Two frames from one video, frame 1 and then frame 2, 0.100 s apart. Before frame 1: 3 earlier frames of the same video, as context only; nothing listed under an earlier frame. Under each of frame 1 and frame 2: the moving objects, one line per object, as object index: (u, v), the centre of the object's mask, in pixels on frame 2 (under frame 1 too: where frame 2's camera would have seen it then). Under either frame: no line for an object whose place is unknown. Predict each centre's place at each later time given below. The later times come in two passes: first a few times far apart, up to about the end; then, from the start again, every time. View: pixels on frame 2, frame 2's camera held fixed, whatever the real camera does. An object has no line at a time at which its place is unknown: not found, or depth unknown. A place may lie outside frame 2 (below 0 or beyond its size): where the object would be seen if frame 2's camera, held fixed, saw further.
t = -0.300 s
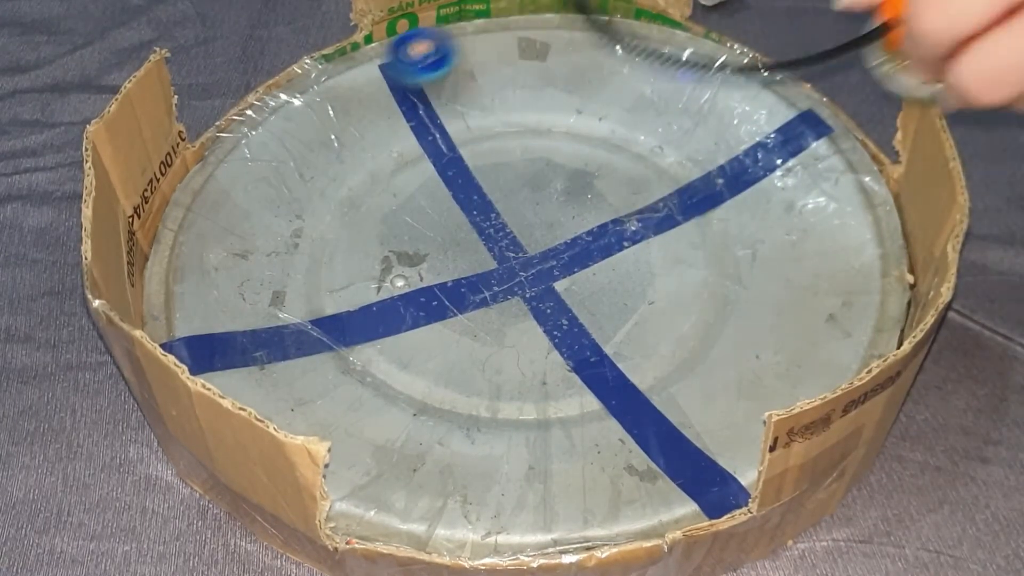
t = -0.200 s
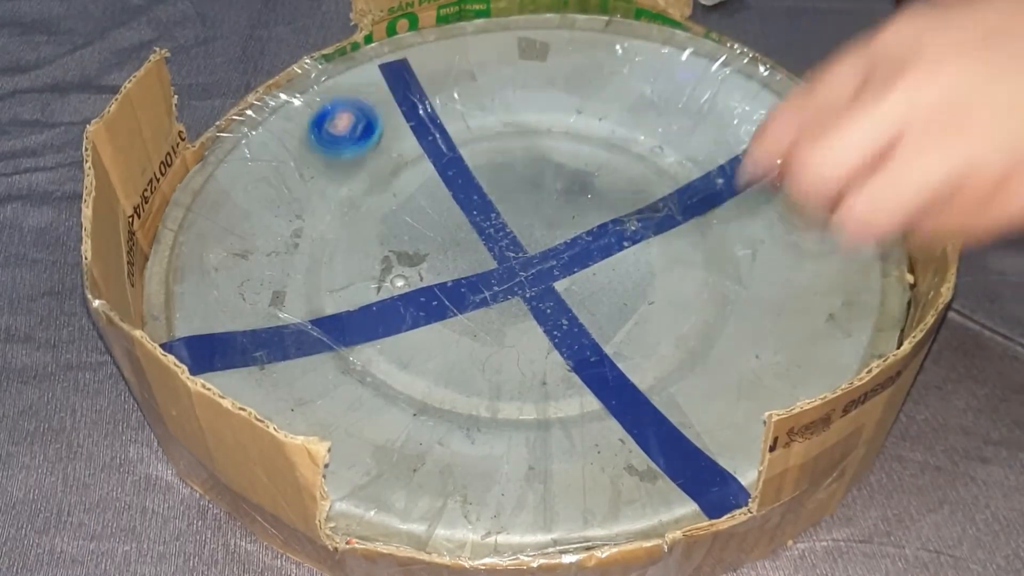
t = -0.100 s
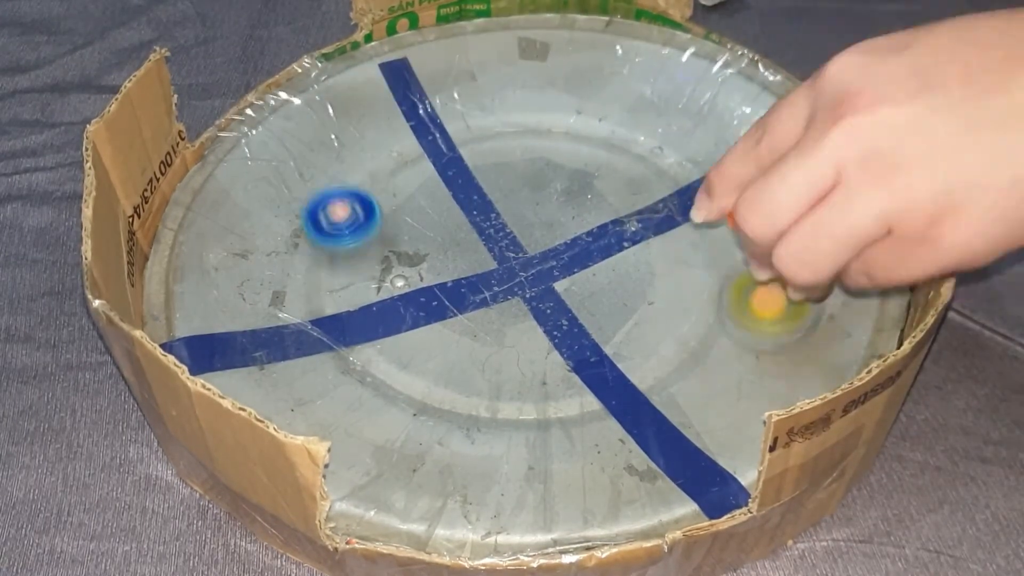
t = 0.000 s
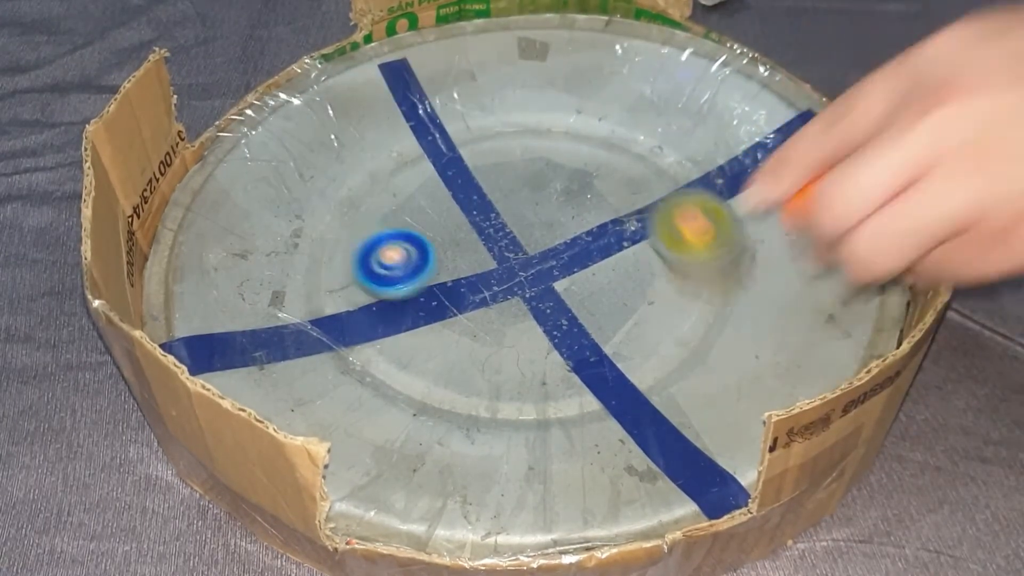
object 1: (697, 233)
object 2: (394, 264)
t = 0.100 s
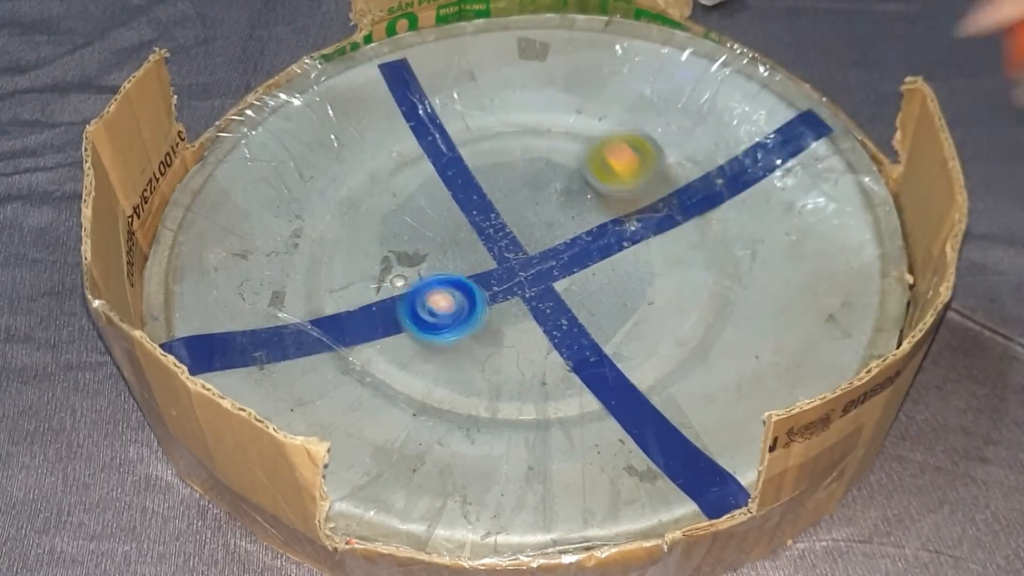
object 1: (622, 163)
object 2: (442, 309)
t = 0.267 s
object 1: (515, 101)
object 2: (631, 351)
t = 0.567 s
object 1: (406, 211)
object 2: (704, 119)
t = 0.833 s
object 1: (512, 294)
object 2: (395, 141)
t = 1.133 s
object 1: (568, 297)
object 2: (390, 362)
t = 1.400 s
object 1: (564, 272)
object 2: (709, 312)
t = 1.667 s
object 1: (513, 233)
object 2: (574, 124)
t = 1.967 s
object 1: (466, 201)
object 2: (280, 176)
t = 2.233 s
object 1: (434, 194)
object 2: (376, 344)
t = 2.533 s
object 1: (403, 176)
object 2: (558, 193)
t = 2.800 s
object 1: (374, 177)
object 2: (380, 84)
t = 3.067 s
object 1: (380, 178)
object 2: (285, 219)
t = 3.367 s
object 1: (455, 163)
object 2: (385, 200)
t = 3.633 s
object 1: (551, 121)
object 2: (364, 317)
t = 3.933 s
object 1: (484, 152)
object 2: (579, 453)
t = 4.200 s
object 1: (510, 184)
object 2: (691, 281)
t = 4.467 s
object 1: (409, 116)
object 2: (540, 238)
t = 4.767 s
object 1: (316, 164)
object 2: (454, 305)
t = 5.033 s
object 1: (340, 231)
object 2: (549, 308)
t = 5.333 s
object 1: (363, 196)
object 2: (482, 173)
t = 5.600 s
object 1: (281, 210)
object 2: (359, 148)
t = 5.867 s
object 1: (250, 279)
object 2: (410, 193)
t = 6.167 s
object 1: (331, 291)
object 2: (483, 103)
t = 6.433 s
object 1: (384, 216)
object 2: (403, 149)
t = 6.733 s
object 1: (417, 184)
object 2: (525, 116)
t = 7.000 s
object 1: (395, 166)
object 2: (496, 142)
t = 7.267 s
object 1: (389, 170)
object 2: (591, 132)
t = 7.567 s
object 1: (414, 178)
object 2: (604, 170)
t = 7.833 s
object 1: (458, 162)
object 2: (609, 152)
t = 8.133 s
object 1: (402, 135)
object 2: (635, 188)
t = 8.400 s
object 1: (364, 161)
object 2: (589, 154)
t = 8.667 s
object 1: (381, 160)
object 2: (465, 180)
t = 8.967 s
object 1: (359, 153)
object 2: (332, 227)
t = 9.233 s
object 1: (385, 158)
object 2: (289, 285)
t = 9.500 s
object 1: (423, 125)
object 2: (377, 243)
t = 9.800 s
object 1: (415, 119)
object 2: (448, 178)
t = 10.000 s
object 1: (411, 121)
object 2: (506, 161)
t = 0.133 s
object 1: (602, 144)
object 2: (468, 323)
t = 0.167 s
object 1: (581, 126)
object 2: (505, 337)
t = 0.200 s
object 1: (557, 114)
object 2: (547, 349)
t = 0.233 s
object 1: (537, 105)
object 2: (589, 353)
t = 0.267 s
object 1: (515, 101)
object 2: (631, 351)
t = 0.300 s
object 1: (490, 104)
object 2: (678, 340)
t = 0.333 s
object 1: (465, 114)
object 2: (720, 320)
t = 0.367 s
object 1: (445, 125)
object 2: (751, 293)
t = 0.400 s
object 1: (430, 136)
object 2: (772, 262)
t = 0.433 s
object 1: (418, 149)
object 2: (781, 229)
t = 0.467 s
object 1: (410, 164)
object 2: (776, 195)
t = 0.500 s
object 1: (405, 179)
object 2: (760, 165)
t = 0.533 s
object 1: (403, 195)
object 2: (738, 143)
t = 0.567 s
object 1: (406, 211)
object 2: (704, 119)
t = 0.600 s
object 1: (412, 221)
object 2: (667, 103)
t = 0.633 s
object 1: (424, 231)
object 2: (629, 94)
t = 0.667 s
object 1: (441, 241)
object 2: (589, 89)
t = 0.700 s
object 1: (458, 252)
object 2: (551, 89)
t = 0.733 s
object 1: (474, 265)
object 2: (510, 94)
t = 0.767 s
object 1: (490, 275)
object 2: (469, 104)
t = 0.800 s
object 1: (502, 285)
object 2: (428, 122)
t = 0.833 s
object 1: (512, 294)
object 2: (395, 141)
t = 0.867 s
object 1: (521, 299)
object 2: (365, 162)
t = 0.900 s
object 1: (531, 303)
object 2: (341, 184)
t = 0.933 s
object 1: (539, 306)
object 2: (323, 209)
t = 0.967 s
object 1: (543, 306)
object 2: (314, 235)
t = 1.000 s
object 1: (549, 307)
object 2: (312, 261)
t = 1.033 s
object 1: (555, 306)
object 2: (316, 290)
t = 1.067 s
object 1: (561, 304)
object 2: (330, 314)
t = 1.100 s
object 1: (565, 301)
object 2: (356, 339)
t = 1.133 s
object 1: (568, 297)
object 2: (390, 362)
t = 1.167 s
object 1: (569, 291)
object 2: (429, 380)
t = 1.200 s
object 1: (567, 286)
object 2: (474, 393)
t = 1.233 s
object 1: (566, 280)
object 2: (523, 400)
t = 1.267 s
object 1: (564, 276)
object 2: (580, 399)
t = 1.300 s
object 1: (564, 275)
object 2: (625, 391)
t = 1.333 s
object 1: (566, 276)
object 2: (661, 374)
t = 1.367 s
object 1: (567, 275)
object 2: (691, 344)
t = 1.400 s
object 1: (564, 272)
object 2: (709, 312)
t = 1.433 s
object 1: (558, 266)
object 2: (716, 277)
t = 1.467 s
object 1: (551, 261)
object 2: (714, 246)
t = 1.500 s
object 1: (542, 257)
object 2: (698, 215)
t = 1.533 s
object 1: (535, 253)
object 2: (677, 193)
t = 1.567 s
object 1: (528, 248)
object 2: (652, 178)
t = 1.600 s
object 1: (522, 243)
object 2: (631, 158)
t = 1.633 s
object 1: (517, 238)
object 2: (605, 139)
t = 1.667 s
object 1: (513, 233)
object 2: (574, 124)
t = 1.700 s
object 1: (509, 228)
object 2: (538, 114)
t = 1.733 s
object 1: (506, 224)
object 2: (504, 106)
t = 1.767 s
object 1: (502, 220)
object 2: (465, 104)
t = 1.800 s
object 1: (496, 216)
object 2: (425, 110)
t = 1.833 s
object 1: (490, 212)
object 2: (387, 118)
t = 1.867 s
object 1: (484, 209)
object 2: (354, 128)
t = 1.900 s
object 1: (477, 206)
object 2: (323, 141)
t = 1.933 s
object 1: (471, 204)
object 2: (299, 158)
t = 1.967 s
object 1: (466, 201)
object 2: (280, 176)
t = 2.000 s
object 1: (460, 199)
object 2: (265, 198)
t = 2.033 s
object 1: (455, 197)
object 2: (257, 222)
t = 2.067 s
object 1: (451, 197)
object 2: (257, 247)
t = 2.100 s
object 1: (446, 196)
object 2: (264, 271)
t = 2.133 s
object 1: (443, 195)
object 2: (279, 298)
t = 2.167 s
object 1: (438, 196)
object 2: (305, 319)
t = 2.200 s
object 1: (435, 195)
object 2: (337, 333)
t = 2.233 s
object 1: (434, 194)
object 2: (376, 344)
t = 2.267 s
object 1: (434, 193)
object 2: (419, 348)
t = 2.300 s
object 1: (434, 192)
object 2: (461, 347)
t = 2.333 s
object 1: (433, 191)
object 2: (501, 338)
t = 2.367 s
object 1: (430, 188)
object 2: (536, 323)
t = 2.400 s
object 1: (426, 185)
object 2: (558, 300)
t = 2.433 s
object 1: (420, 183)
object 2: (570, 273)
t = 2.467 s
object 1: (414, 180)
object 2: (569, 245)
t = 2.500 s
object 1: (409, 177)
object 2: (563, 222)
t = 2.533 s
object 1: (403, 176)
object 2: (558, 193)
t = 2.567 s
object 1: (397, 176)
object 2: (551, 169)
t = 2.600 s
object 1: (391, 175)
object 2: (543, 147)
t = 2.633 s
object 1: (385, 175)
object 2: (527, 125)
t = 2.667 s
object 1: (380, 177)
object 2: (504, 107)
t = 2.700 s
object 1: (377, 177)
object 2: (473, 96)
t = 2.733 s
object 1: (375, 178)
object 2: (441, 90)
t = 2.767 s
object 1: (374, 178)
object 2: (411, 86)
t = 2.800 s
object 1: (374, 177)
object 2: (380, 84)
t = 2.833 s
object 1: (375, 177)
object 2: (342, 87)
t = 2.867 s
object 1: (375, 176)
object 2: (315, 93)
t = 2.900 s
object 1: (374, 176)
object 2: (296, 105)
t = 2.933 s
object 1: (373, 177)
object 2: (284, 123)
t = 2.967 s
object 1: (373, 177)
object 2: (273, 145)
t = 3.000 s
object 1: (376, 177)
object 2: (267, 170)
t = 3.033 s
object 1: (378, 177)
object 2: (271, 196)
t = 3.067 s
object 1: (380, 178)
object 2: (285, 219)
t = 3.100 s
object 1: (384, 179)
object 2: (308, 239)
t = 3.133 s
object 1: (388, 181)
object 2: (335, 254)
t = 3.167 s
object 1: (393, 183)
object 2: (364, 259)
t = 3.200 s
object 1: (398, 183)
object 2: (388, 249)
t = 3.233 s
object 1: (405, 178)
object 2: (398, 231)
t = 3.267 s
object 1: (428, 167)
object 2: (397, 200)
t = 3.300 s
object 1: (443, 168)
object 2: (394, 187)
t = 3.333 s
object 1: (448, 167)
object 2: (392, 189)
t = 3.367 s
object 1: (455, 163)
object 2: (385, 200)
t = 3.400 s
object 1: (483, 152)
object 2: (366, 203)
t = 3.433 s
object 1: (510, 144)
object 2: (356, 208)
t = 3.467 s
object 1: (530, 137)
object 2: (353, 216)
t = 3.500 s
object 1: (546, 130)
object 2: (351, 230)
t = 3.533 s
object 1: (557, 125)
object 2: (352, 249)
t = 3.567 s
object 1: (560, 123)
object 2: (355, 271)
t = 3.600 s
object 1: (558, 122)
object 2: (360, 295)
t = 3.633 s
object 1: (551, 121)
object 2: (364, 317)
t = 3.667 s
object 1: (543, 120)
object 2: (369, 343)
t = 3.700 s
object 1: (534, 120)
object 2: (382, 365)
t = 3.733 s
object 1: (525, 120)
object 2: (403, 386)
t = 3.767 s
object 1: (515, 122)
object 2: (428, 406)
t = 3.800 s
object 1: (506, 126)
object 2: (454, 421)
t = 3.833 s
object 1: (496, 132)
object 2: (481, 435)
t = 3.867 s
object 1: (488, 137)
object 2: (510, 447)
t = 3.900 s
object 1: (484, 145)
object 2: (545, 452)
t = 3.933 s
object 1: (484, 152)
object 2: (579, 453)
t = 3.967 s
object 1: (485, 157)
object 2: (620, 452)
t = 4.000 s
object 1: (488, 164)
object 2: (657, 445)
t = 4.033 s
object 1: (492, 169)
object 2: (681, 424)
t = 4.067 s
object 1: (497, 172)
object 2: (702, 397)
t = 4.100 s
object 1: (502, 175)
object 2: (714, 367)
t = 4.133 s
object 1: (507, 179)
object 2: (713, 337)
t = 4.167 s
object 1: (509, 181)
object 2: (705, 309)
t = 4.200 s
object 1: (510, 184)
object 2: (691, 281)
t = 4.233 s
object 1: (513, 185)
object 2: (669, 257)
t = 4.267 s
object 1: (516, 186)
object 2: (639, 242)
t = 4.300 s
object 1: (518, 187)
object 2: (606, 230)
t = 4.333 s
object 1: (509, 184)
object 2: (582, 228)
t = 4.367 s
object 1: (479, 161)
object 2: (582, 237)
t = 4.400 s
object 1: (452, 139)
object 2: (574, 242)
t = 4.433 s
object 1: (429, 125)
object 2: (559, 242)
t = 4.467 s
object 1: (409, 116)
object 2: (540, 238)
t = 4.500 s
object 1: (391, 113)
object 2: (522, 233)
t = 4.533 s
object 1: (376, 113)
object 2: (506, 232)
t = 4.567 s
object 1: (360, 117)
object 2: (493, 236)
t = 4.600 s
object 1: (350, 122)
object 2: (481, 242)
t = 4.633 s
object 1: (340, 127)
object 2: (471, 252)
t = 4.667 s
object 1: (332, 136)
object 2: (467, 262)
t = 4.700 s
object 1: (326, 146)
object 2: (464, 274)
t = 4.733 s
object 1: (321, 155)
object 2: (459, 289)
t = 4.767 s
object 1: (316, 164)
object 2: (454, 305)
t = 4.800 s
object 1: (312, 173)
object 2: (453, 317)
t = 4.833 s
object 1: (310, 182)
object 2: (459, 330)
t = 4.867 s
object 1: (309, 192)
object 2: (472, 336)
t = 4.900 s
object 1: (309, 202)
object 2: (492, 340)
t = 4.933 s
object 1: (311, 212)
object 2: (513, 339)
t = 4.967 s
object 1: (320, 222)
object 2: (532, 333)
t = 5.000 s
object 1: (331, 229)
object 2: (545, 323)
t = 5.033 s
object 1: (340, 231)
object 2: (549, 308)
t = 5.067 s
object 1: (350, 230)
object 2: (550, 294)
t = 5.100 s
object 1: (361, 228)
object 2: (549, 279)
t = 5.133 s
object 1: (370, 227)
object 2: (539, 261)
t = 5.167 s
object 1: (382, 224)
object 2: (528, 248)
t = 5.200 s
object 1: (396, 219)
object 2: (518, 232)
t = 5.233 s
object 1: (407, 215)
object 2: (506, 216)
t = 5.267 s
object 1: (408, 205)
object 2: (495, 199)
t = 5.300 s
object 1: (382, 195)
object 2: (490, 182)
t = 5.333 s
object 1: (363, 196)
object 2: (482, 173)
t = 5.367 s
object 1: (354, 192)
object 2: (468, 165)
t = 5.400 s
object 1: (347, 188)
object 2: (448, 158)
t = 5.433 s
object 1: (339, 183)
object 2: (426, 154)
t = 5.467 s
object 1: (329, 182)
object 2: (403, 152)
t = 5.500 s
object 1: (312, 189)
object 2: (390, 146)
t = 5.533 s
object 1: (299, 196)
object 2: (383, 142)
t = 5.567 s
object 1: (288, 202)
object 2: (373, 143)
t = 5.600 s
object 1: (281, 210)
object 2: (359, 148)
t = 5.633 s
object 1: (279, 217)
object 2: (344, 155)
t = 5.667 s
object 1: (278, 224)
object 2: (336, 165)
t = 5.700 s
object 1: (276, 229)
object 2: (332, 180)
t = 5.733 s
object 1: (275, 234)
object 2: (336, 194)
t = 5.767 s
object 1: (262, 247)
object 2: (349, 199)
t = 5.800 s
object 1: (254, 260)
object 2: (366, 197)
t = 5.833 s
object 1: (250, 270)
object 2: (387, 196)
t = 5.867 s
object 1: (250, 279)
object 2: (410, 193)
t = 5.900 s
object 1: (253, 287)
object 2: (433, 186)
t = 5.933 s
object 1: (262, 296)
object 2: (450, 178)
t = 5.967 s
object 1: (271, 301)
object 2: (465, 168)
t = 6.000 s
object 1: (283, 305)
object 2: (479, 159)
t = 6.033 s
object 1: (294, 305)
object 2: (492, 147)
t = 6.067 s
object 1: (307, 304)
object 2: (500, 132)
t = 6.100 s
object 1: (313, 301)
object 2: (499, 120)
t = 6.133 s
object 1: (321, 298)
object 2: (495, 109)
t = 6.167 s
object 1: (331, 291)
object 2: (483, 103)
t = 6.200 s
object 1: (344, 282)
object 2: (466, 101)
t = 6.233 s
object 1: (353, 272)
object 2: (451, 101)
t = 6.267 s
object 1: (357, 262)
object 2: (437, 102)
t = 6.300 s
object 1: (359, 254)
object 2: (426, 106)
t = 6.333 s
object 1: (365, 245)
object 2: (418, 114)
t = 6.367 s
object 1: (370, 236)
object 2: (411, 124)
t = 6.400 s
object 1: (377, 227)
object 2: (405, 138)
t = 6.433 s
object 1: (384, 216)
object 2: (403, 149)
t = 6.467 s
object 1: (391, 208)
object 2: (411, 151)
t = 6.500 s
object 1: (395, 209)
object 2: (424, 153)
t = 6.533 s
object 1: (399, 207)
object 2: (439, 154)
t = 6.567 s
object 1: (399, 208)
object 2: (458, 150)
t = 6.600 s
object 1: (403, 205)
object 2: (476, 148)
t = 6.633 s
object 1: (408, 201)
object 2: (497, 141)
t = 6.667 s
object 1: (412, 195)
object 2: (512, 133)
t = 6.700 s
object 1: (416, 190)
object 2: (521, 124)
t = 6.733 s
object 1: (417, 184)
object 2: (525, 116)
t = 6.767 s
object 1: (417, 179)
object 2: (530, 108)
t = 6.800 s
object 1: (415, 174)
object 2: (526, 105)
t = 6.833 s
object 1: (415, 172)
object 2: (514, 105)
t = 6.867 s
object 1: (415, 168)
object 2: (496, 109)
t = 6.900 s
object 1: (415, 164)
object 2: (481, 118)
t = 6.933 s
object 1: (413, 162)
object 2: (476, 126)
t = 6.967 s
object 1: (404, 163)
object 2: (483, 133)
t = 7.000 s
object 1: (395, 166)
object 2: (496, 142)
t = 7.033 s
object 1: (390, 169)
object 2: (513, 147)
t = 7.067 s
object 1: (388, 170)
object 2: (533, 150)
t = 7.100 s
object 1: (388, 169)
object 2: (550, 149)
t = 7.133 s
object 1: (387, 168)
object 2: (566, 146)
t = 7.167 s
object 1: (385, 168)
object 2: (581, 142)
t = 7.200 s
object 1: (384, 167)
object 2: (591, 138)
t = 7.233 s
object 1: (386, 169)
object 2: (593, 135)
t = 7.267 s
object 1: (389, 170)
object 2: (591, 132)
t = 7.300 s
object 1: (393, 170)
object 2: (590, 131)
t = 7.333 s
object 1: (397, 171)
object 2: (588, 132)
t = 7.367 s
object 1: (399, 172)
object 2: (581, 134)
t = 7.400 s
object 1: (401, 172)
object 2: (572, 139)
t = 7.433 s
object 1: (403, 172)
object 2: (568, 148)
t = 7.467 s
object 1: (405, 174)
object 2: (570, 155)
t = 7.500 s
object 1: (407, 175)
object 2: (578, 162)
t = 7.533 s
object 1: (410, 177)
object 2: (591, 167)
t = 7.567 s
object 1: (414, 178)
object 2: (604, 170)
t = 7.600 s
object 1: (418, 177)
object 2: (619, 171)
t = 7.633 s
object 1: (424, 175)
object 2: (634, 173)
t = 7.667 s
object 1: (431, 174)
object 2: (644, 172)
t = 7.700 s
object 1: (438, 173)
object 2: (651, 169)
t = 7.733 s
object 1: (444, 171)
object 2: (651, 163)
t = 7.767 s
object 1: (448, 168)
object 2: (642, 157)
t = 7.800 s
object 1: (453, 165)
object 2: (627, 152)
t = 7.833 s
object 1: (458, 162)
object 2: (609, 152)
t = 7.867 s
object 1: (463, 161)
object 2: (593, 154)
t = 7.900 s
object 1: (468, 159)
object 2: (577, 158)
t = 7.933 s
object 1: (474, 159)
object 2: (565, 163)
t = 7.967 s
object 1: (475, 157)
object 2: (561, 170)
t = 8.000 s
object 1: (451, 148)
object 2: (580, 180)
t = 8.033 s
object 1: (433, 142)
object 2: (595, 185)
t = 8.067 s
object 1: (419, 139)
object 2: (608, 186)
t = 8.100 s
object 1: (409, 137)
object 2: (622, 187)
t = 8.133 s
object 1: (402, 135)
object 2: (635, 188)
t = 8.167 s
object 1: (395, 133)
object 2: (648, 184)
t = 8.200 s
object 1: (390, 135)
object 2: (660, 177)
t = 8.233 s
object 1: (385, 139)
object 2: (663, 170)
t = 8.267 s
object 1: (381, 144)
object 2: (656, 164)
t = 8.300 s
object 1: (376, 148)
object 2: (642, 158)
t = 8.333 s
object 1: (371, 153)
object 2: (625, 154)
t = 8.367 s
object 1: (367, 157)
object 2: (607, 153)
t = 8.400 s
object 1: (364, 161)
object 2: (589, 154)
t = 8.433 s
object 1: (361, 165)
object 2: (573, 155)
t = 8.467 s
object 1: (360, 169)
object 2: (556, 158)
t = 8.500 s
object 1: (360, 173)
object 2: (542, 161)
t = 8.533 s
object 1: (362, 176)
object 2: (528, 164)
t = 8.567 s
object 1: (365, 176)
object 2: (511, 166)
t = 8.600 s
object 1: (369, 173)
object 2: (495, 170)
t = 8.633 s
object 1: (375, 167)
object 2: (480, 175)
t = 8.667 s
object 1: (381, 160)
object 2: (465, 180)
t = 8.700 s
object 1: (383, 152)
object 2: (449, 186)
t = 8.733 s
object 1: (380, 144)
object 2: (436, 188)
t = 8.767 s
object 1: (379, 140)
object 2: (421, 194)
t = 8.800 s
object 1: (377, 141)
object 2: (404, 198)
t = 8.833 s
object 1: (375, 145)
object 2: (389, 203)
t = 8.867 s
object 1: (371, 146)
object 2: (374, 208)
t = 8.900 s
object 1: (369, 147)
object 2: (360, 215)
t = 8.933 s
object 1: (364, 149)
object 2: (347, 222)
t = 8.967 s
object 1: (359, 153)
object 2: (332, 227)
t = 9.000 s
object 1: (355, 159)
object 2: (319, 230)
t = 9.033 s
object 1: (354, 166)
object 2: (308, 235)
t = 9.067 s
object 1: (355, 171)
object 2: (301, 244)
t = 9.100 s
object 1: (359, 174)
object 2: (294, 252)
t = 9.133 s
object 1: (366, 174)
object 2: (289, 263)
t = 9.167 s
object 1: (372, 172)
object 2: (286, 270)
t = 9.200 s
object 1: (379, 165)
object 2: (286, 277)
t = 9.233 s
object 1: (385, 158)
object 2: (289, 285)
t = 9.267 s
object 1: (392, 153)
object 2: (298, 292)
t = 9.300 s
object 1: (399, 150)
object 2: (313, 295)
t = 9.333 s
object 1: (407, 144)
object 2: (329, 291)
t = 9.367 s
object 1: (413, 140)
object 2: (345, 284)
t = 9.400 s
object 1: (419, 136)
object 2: (356, 274)
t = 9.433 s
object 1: (423, 132)
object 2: (363, 262)
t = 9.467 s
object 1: (423, 129)
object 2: (370, 252)
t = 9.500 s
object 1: (423, 125)
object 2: (377, 243)
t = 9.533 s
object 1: (423, 124)
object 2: (387, 233)
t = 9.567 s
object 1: (421, 124)
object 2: (397, 222)
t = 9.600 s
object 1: (420, 124)
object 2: (406, 214)
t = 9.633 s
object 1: (420, 126)
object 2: (415, 201)
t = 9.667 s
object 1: (420, 126)
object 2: (422, 191)
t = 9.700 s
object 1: (420, 120)
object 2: (427, 189)
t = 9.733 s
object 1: (419, 116)
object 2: (432, 187)
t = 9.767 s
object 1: (418, 118)
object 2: (440, 182)
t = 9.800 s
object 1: (415, 119)
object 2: (448, 178)
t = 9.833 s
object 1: (408, 116)
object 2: (457, 178)
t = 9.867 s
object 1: (407, 114)
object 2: (467, 176)
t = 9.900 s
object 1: (408, 114)
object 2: (477, 174)
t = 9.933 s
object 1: (410, 115)
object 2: (487, 171)
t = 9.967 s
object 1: (411, 118)
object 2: (497, 168)
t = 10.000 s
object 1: (411, 121)
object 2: (506, 161)
